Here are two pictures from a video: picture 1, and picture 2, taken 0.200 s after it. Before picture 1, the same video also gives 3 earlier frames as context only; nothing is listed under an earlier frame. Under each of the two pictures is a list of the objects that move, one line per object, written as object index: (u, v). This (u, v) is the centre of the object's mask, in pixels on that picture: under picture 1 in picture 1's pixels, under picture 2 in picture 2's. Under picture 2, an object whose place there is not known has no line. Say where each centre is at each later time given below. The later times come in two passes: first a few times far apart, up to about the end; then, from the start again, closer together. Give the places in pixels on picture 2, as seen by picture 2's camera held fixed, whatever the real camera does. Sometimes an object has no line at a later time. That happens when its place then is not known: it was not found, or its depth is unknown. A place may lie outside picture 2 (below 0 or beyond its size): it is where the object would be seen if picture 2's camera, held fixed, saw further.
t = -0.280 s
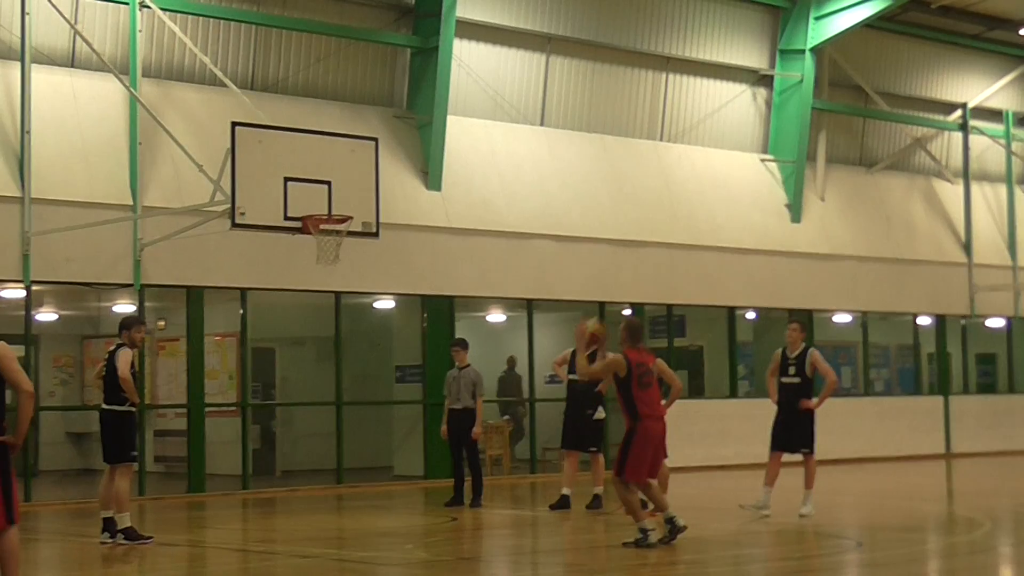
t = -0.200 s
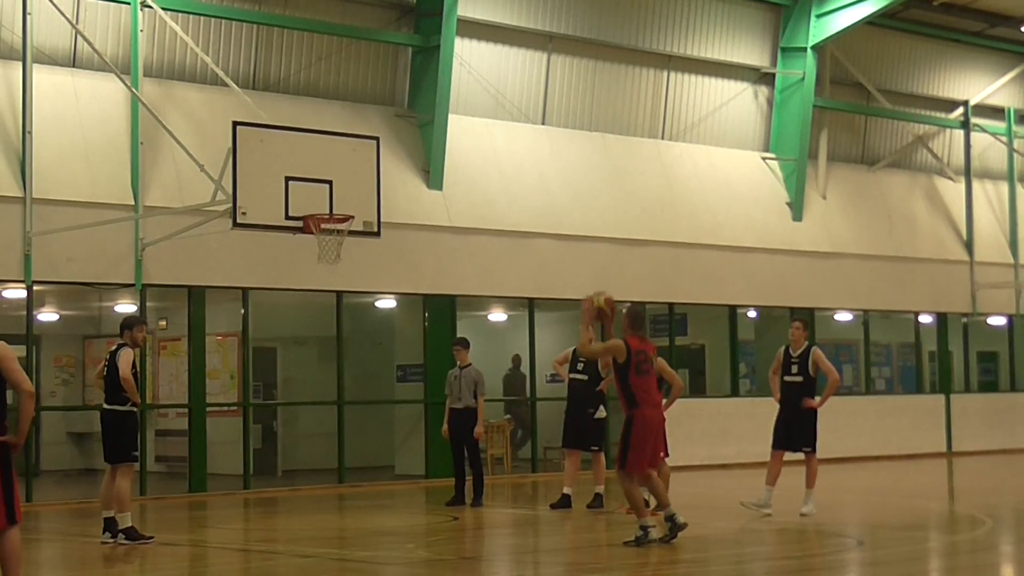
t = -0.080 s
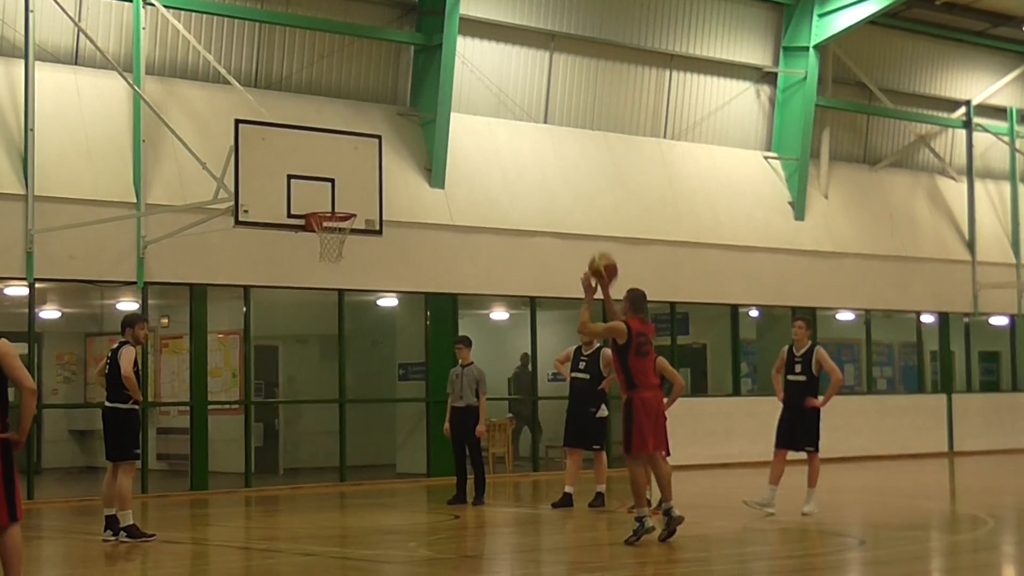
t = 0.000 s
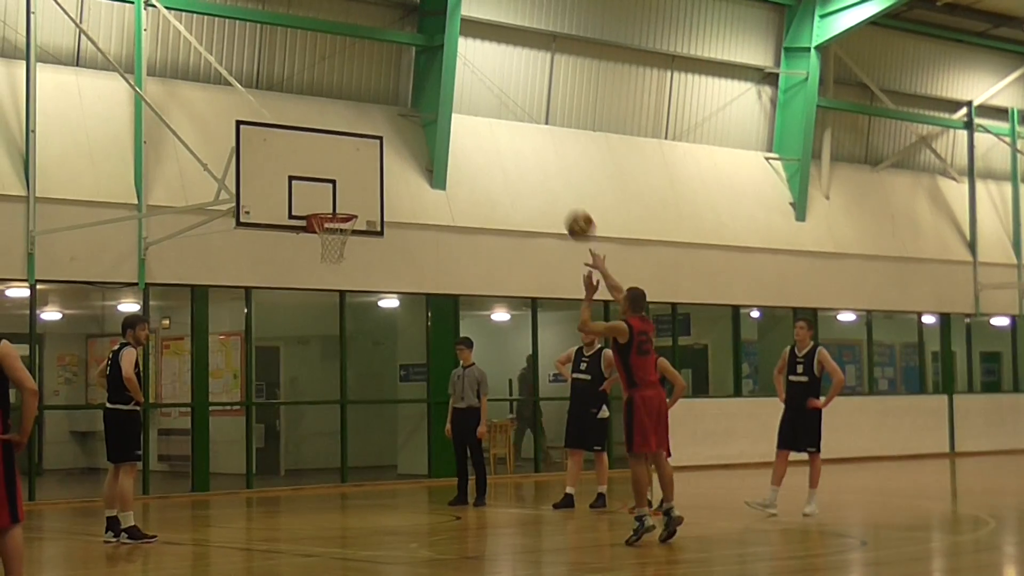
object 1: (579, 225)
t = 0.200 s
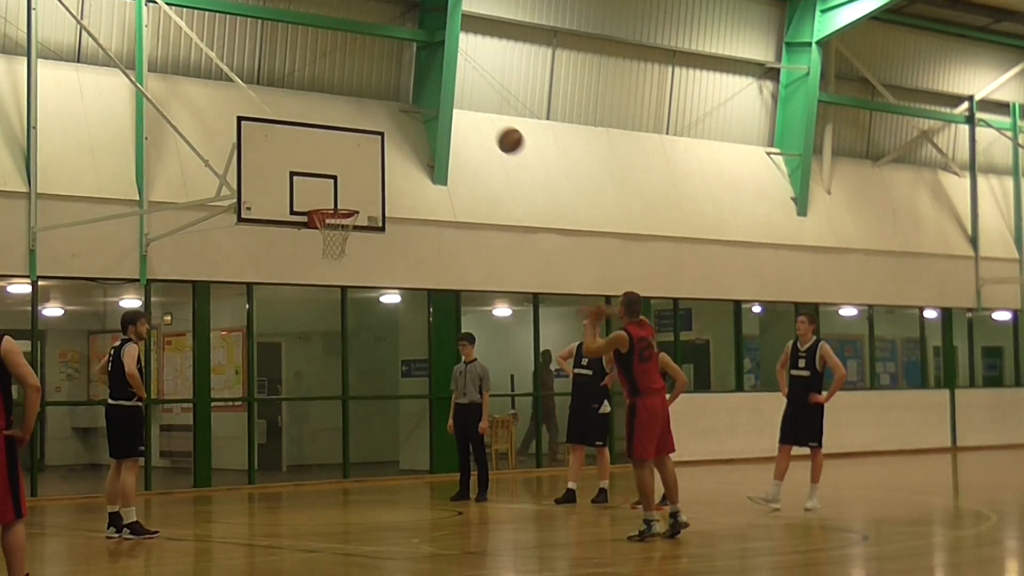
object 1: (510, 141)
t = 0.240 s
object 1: (497, 130)
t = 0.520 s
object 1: (413, 112)
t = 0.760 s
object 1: (348, 159)
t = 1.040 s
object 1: (321, 160)
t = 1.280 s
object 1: (335, 145)
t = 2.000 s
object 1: (372, 224)
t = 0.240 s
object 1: (497, 130)
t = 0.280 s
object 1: (484, 122)
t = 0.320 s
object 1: (471, 116)
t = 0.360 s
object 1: (459, 112)
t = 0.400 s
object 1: (447, 110)
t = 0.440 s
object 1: (436, 110)
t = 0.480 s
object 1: (425, 110)
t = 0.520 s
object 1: (413, 112)
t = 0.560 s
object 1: (402, 116)
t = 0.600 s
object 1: (390, 122)
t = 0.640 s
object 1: (379, 129)
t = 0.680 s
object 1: (368, 137)
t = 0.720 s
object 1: (358, 147)
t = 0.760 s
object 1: (348, 159)
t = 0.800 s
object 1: (338, 170)
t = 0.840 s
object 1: (327, 184)
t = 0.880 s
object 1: (317, 200)
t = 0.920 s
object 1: (316, 190)
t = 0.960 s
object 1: (316, 178)
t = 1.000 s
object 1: (318, 168)
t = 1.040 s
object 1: (321, 160)
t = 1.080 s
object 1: (323, 154)
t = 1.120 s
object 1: (325, 149)
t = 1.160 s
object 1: (327, 146)
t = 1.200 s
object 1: (330, 145)
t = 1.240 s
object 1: (333, 144)
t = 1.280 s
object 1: (335, 145)
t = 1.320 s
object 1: (337, 147)
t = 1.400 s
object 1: (342, 158)
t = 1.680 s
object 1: (356, 195)
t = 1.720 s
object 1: (357, 195)
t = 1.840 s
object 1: (361, 202)
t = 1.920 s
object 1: (366, 210)
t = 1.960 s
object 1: (369, 217)
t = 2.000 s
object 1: (372, 224)
